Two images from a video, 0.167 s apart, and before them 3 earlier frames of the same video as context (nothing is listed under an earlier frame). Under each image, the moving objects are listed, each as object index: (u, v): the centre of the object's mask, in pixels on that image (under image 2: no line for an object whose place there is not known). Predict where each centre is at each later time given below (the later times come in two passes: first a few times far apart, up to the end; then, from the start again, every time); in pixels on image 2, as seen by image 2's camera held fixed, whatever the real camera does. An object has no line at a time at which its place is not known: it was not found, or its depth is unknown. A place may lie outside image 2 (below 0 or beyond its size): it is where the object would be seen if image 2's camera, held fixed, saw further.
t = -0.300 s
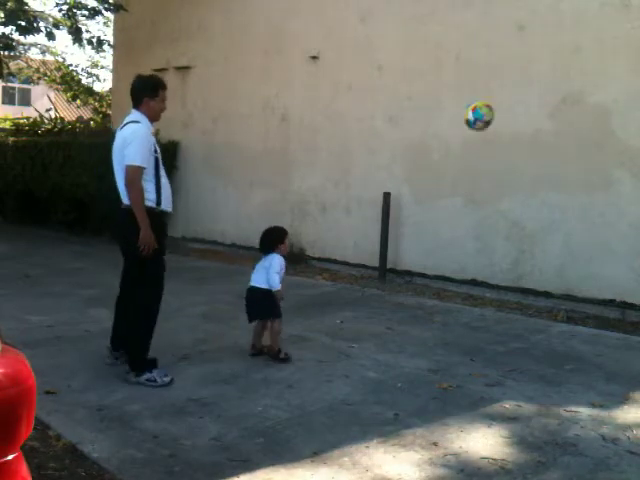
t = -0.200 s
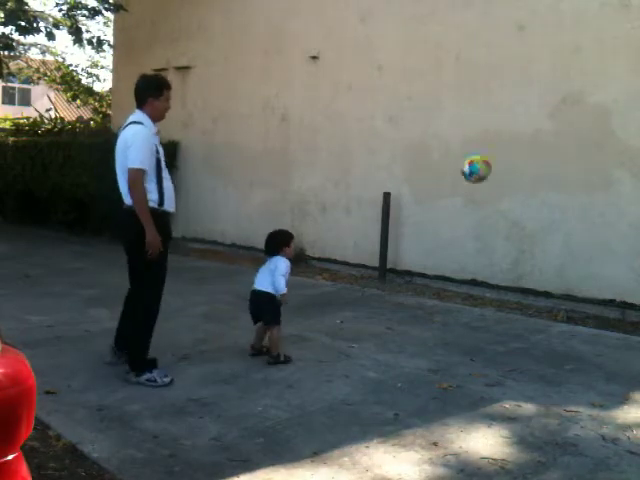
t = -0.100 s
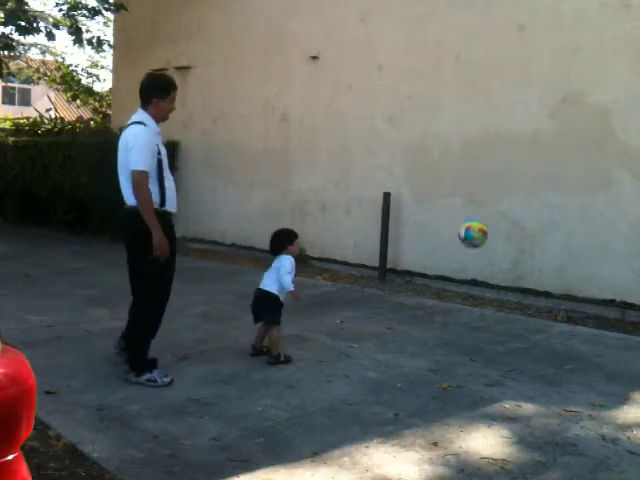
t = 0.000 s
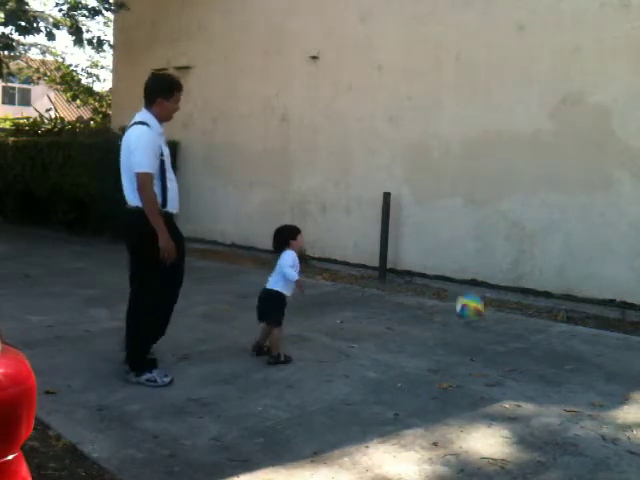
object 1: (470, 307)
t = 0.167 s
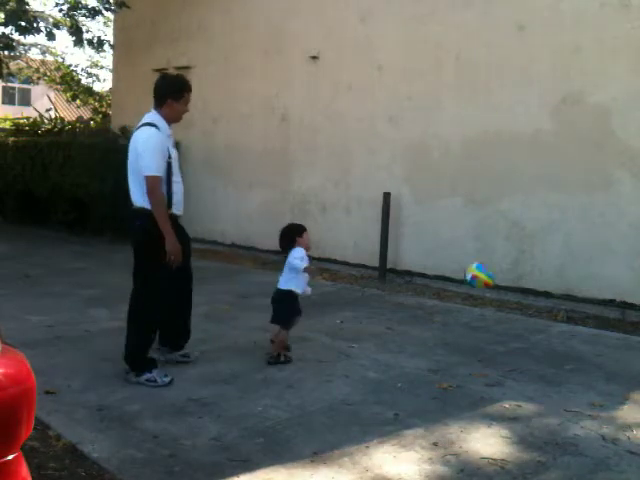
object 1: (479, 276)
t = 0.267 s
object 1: (489, 231)
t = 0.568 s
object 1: (512, 172)
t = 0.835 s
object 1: (529, 227)
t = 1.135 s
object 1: (541, 328)
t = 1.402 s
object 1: (553, 244)
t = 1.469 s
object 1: (555, 238)
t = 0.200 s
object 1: (482, 260)
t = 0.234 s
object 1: (485, 245)
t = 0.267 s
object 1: (489, 231)
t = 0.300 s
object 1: (492, 219)
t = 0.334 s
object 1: (495, 207)
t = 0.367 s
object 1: (497, 198)
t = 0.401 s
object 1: (500, 190)
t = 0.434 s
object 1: (503, 184)
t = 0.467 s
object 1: (505, 179)
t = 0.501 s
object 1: (507, 175)
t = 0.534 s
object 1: (510, 173)
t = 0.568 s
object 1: (512, 172)
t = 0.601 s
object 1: (515, 172)
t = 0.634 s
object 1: (518, 175)
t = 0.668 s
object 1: (520, 179)
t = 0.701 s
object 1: (522, 186)
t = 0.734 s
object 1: (523, 194)
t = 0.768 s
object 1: (525, 203)
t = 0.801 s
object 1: (527, 214)
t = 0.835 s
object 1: (529, 227)
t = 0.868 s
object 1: (530, 242)
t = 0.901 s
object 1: (531, 259)
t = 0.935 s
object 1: (534, 276)
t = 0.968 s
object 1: (534, 295)
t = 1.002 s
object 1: (535, 315)
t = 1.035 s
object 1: (536, 338)
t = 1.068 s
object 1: (537, 360)
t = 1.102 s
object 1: (539, 345)
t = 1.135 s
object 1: (541, 328)
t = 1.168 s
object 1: (543, 312)
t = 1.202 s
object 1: (544, 298)
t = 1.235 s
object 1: (545, 286)
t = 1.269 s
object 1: (547, 274)
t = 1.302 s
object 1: (549, 265)
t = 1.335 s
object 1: (551, 256)
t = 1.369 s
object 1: (552, 249)
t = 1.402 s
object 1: (553, 244)
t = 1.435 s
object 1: (554, 240)
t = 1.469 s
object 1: (555, 238)
